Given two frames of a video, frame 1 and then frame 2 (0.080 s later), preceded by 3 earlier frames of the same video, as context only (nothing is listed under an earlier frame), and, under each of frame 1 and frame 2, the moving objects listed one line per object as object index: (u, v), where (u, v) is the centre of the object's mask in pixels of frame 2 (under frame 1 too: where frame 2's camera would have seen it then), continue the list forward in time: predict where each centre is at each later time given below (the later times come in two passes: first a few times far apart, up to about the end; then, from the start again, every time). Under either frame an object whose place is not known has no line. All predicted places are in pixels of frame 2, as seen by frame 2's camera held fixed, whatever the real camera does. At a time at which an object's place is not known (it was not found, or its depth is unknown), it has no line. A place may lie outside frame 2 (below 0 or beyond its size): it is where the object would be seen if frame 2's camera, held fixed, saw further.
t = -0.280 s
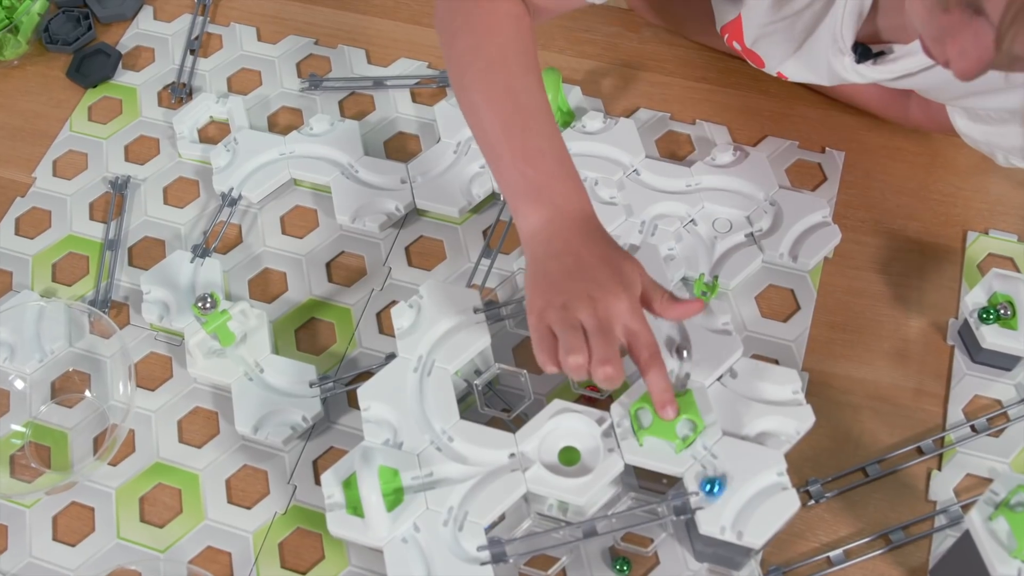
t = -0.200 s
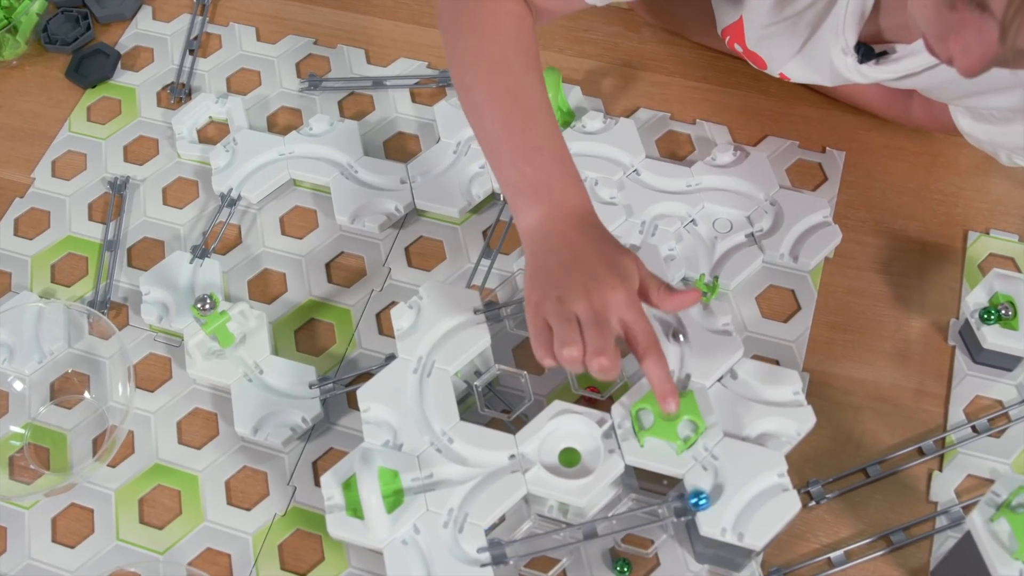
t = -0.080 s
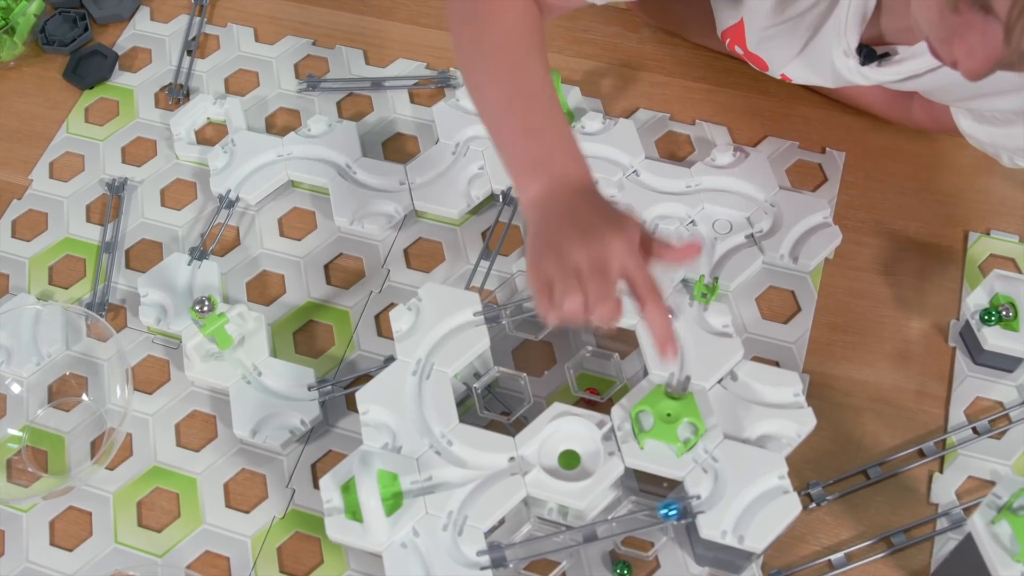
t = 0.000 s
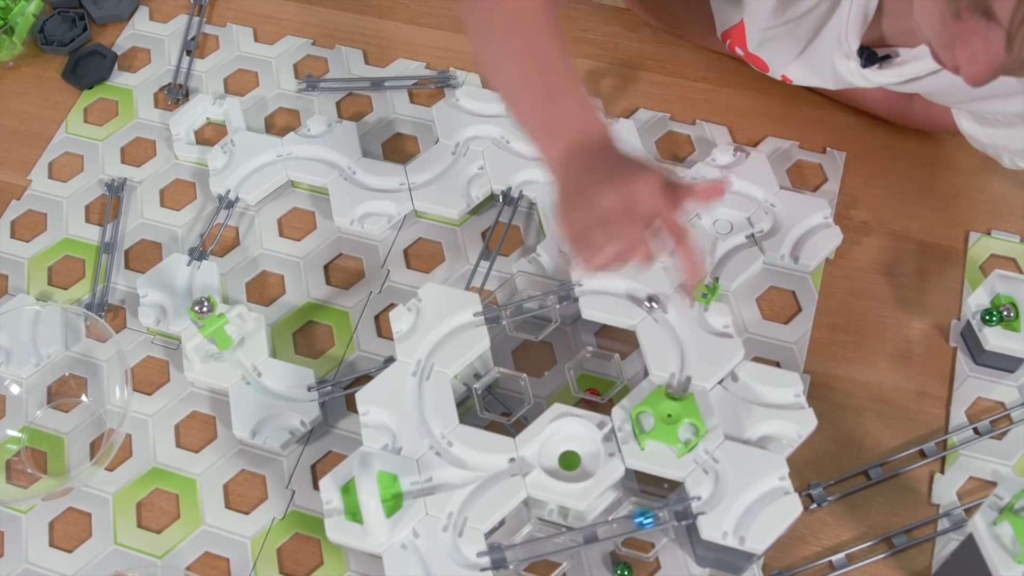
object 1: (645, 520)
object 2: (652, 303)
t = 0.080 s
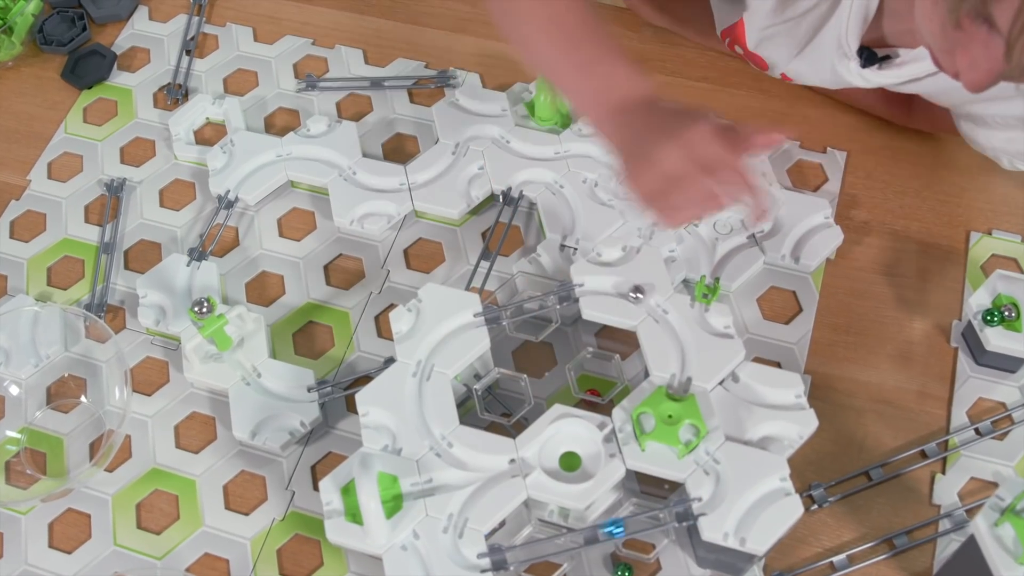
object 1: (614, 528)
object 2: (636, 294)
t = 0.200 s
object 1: (565, 541)
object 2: (610, 286)
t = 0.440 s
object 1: (454, 544)
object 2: (557, 295)
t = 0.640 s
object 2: (483, 317)
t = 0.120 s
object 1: (598, 533)
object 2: (628, 291)
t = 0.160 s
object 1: (583, 537)
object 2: (619, 288)
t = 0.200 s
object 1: (565, 541)
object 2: (610, 286)
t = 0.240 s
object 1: (544, 546)
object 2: (601, 285)
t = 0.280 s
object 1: (523, 552)
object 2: (591, 286)
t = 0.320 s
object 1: (503, 557)
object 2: (582, 287)
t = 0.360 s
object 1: (489, 560)
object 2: (572, 288)
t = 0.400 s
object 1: (467, 559)
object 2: (565, 293)
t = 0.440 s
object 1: (454, 544)
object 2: (557, 295)
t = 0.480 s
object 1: (454, 527)
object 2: (544, 300)
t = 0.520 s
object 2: (531, 305)
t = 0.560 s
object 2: (516, 309)
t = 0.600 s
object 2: (500, 314)
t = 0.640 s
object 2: (483, 317)
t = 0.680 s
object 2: (465, 320)
